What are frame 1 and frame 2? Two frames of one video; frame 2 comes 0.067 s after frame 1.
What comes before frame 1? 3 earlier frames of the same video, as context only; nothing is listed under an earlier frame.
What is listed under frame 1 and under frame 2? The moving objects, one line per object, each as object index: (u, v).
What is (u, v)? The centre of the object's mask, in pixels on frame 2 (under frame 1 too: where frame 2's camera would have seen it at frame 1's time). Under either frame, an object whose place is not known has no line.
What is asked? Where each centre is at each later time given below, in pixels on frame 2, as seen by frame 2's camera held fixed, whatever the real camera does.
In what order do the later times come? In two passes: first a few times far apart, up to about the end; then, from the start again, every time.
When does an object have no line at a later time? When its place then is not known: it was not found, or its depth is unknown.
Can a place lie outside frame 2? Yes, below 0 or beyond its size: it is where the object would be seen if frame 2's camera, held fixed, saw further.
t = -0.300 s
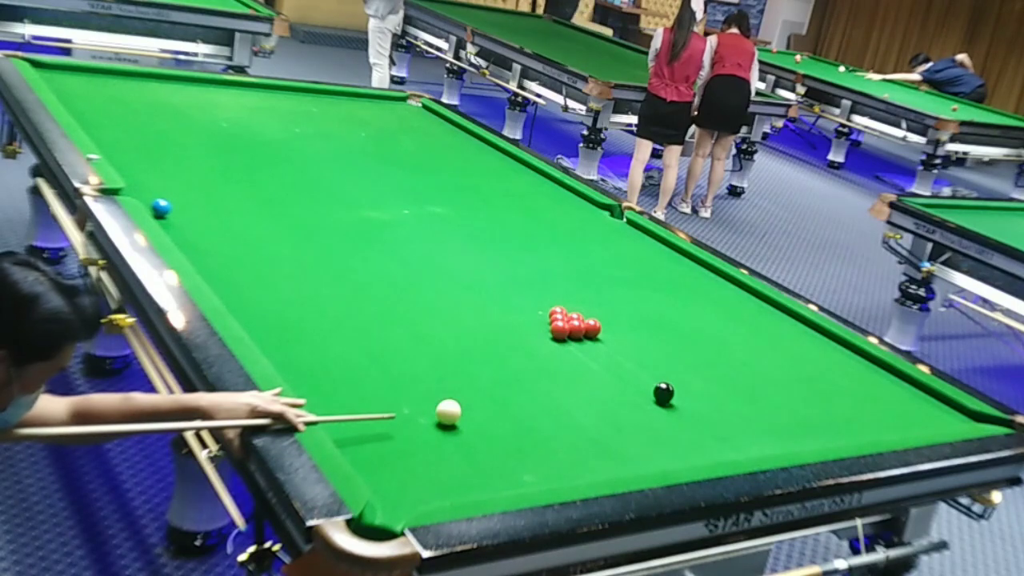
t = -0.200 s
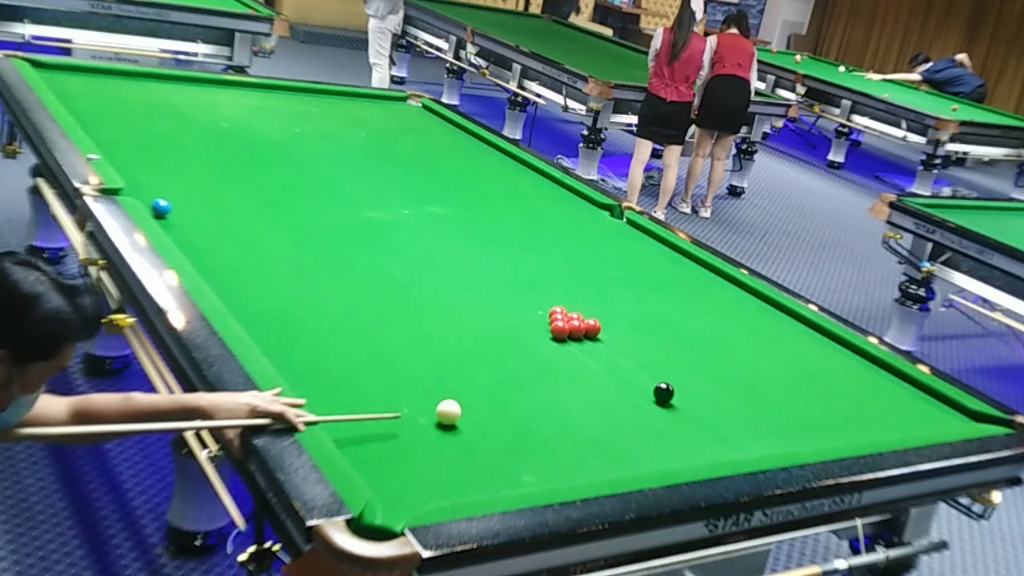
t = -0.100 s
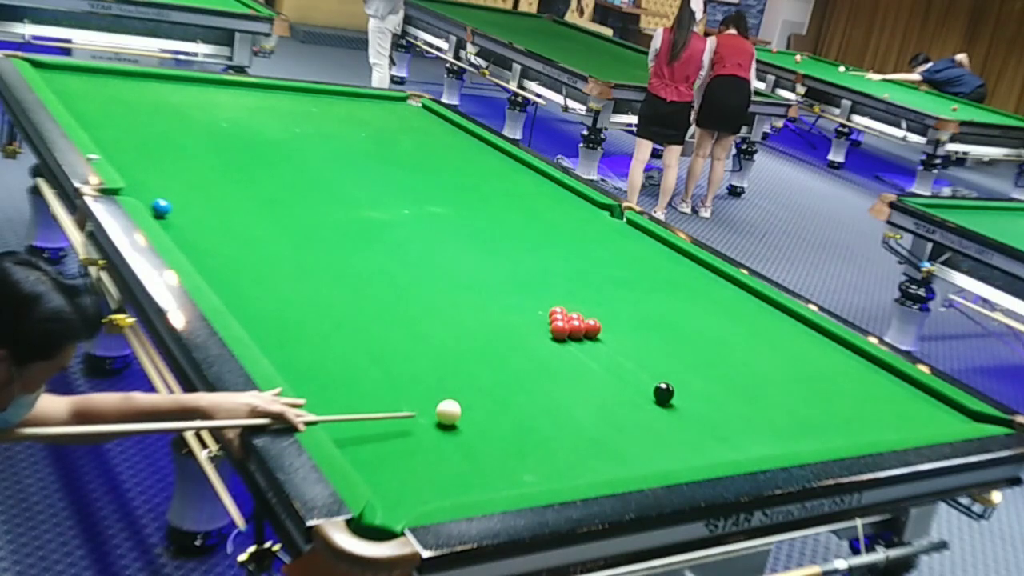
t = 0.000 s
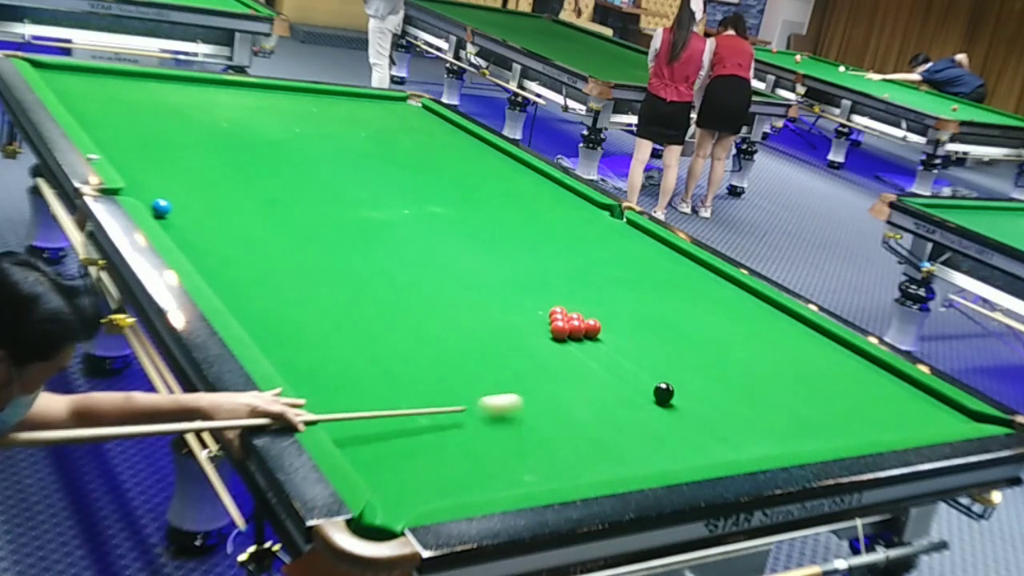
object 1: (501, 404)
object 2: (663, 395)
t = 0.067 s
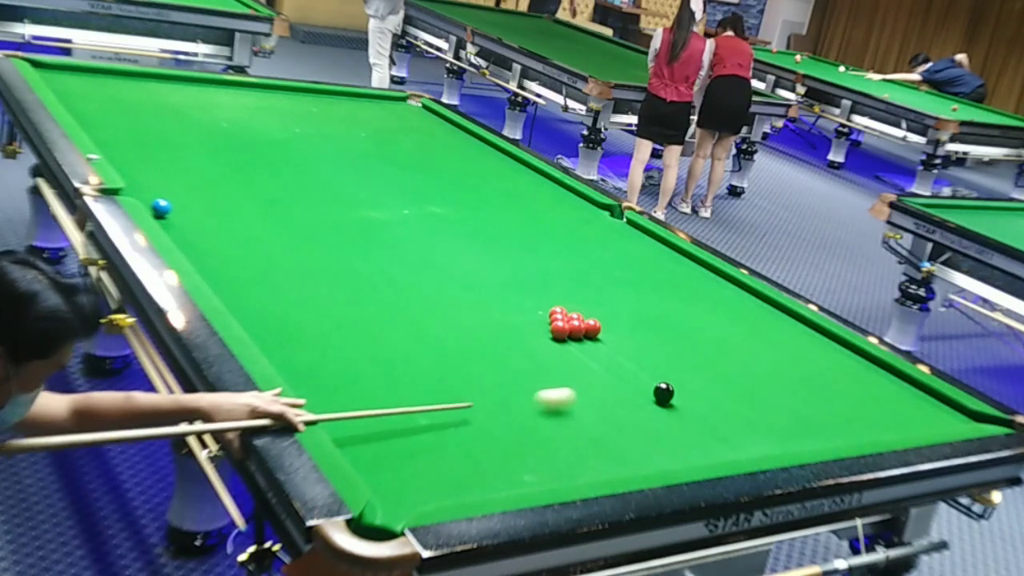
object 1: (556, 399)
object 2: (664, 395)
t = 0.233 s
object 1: (642, 386)
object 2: (682, 396)
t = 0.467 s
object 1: (657, 360)
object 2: (786, 409)
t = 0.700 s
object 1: (675, 339)
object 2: (872, 418)
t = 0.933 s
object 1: (692, 322)
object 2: (948, 422)
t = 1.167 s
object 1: (705, 306)
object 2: (963, 414)
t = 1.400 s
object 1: (718, 293)
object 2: (933, 416)
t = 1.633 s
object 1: (729, 281)
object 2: (903, 417)
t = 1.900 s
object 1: (700, 273)
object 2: (870, 419)
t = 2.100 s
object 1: (676, 268)
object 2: (847, 420)
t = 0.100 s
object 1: (580, 396)
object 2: (664, 395)
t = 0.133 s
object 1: (602, 394)
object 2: (663, 395)
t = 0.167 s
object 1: (624, 391)
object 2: (664, 395)
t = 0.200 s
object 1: (640, 388)
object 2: (664, 395)
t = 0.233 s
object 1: (642, 386)
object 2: (682, 396)
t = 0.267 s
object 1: (642, 381)
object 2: (701, 398)
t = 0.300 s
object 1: (643, 377)
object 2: (716, 400)
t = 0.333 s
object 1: (645, 373)
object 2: (733, 402)
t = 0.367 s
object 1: (648, 370)
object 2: (748, 404)
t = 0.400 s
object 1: (651, 367)
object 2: (761, 406)
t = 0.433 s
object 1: (654, 364)
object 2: (774, 407)
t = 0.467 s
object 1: (657, 360)
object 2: (786, 409)
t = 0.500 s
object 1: (660, 357)
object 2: (799, 410)
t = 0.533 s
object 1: (663, 354)
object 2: (811, 411)
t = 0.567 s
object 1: (665, 351)
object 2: (824, 413)
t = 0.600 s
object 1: (668, 348)
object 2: (836, 414)
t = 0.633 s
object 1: (670, 345)
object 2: (848, 416)
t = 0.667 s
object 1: (673, 342)
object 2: (860, 417)
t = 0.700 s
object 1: (675, 339)
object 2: (872, 418)
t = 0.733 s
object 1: (678, 337)
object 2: (884, 420)
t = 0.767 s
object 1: (680, 334)
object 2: (895, 421)
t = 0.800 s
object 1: (682, 331)
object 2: (906, 421)
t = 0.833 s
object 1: (685, 329)
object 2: (918, 422)
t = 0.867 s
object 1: (687, 326)
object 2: (929, 422)
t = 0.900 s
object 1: (689, 324)
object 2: (940, 422)
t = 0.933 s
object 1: (692, 322)
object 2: (948, 422)
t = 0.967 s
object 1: (694, 319)
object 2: (950, 421)
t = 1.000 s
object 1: (696, 317)
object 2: (954, 419)
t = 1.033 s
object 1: (698, 315)
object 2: (958, 418)
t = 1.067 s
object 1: (700, 313)
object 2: (961, 416)
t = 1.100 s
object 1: (702, 310)
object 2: (964, 415)
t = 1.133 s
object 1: (703, 308)
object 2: (967, 414)
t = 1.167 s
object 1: (705, 306)
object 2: (963, 414)
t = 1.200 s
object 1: (707, 304)
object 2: (959, 414)
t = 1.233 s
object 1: (709, 302)
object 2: (954, 414)
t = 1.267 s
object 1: (711, 300)
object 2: (950, 415)
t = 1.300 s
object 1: (713, 298)
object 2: (946, 415)
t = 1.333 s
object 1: (714, 297)
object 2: (942, 415)
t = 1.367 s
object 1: (716, 295)
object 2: (937, 415)
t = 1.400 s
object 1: (718, 293)
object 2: (933, 416)
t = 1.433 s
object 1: (719, 291)
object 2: (928, 416)
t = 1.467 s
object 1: (721, 290)
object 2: (924, 416)
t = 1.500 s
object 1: (722, 288)
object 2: (920, 417)
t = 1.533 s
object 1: (724, 286)
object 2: (916, 417)
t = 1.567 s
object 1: (725, 284)
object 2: (912, 417)
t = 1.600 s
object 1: (727, 283)
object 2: (907, 417)
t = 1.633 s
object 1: (729, 281)
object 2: (903, 417)
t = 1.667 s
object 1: (729, 280)
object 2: (899, 417)
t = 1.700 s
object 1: (726, 278)
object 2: (895, 418)
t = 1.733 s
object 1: (722, 277)
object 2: (890, 418)
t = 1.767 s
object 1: (717, 277)
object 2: (886, 418)
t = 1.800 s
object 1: (713, 276)
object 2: (882, 418)
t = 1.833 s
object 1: (709, 275)
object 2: (878, 418)
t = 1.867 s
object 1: (704, 274)
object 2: (874, 418)
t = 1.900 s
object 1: (700, 273)
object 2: (870, 419)
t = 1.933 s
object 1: (696, 273)
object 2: (866, 419)
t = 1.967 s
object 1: (692, 272)
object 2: (862, 419)
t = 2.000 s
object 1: (688, 271)
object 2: (858, 419)
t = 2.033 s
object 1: (684, 270)
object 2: (854, 419)
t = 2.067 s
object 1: (680, 269)
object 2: (850, 420)
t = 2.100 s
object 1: (676, 268)
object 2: (847, 420)
